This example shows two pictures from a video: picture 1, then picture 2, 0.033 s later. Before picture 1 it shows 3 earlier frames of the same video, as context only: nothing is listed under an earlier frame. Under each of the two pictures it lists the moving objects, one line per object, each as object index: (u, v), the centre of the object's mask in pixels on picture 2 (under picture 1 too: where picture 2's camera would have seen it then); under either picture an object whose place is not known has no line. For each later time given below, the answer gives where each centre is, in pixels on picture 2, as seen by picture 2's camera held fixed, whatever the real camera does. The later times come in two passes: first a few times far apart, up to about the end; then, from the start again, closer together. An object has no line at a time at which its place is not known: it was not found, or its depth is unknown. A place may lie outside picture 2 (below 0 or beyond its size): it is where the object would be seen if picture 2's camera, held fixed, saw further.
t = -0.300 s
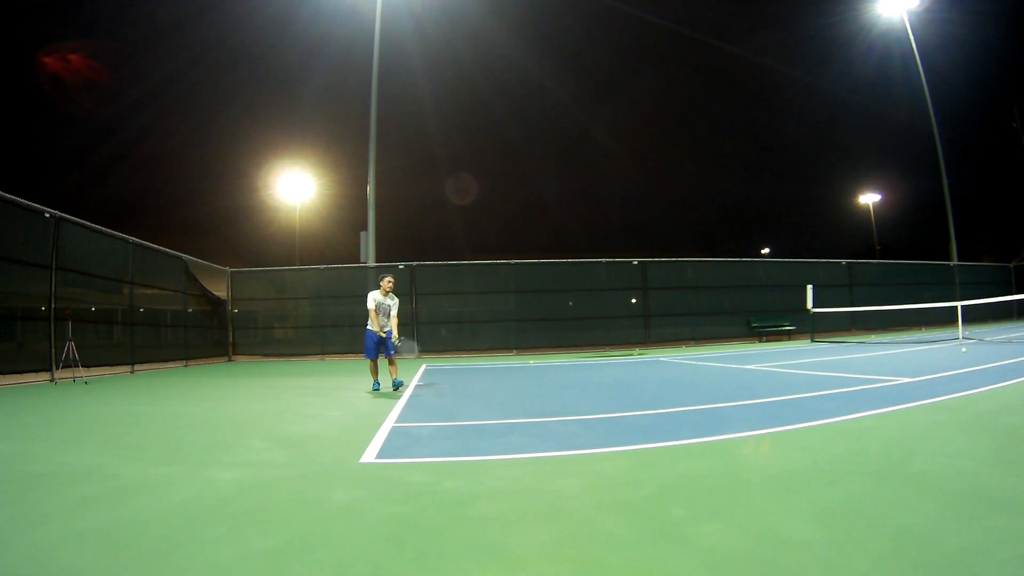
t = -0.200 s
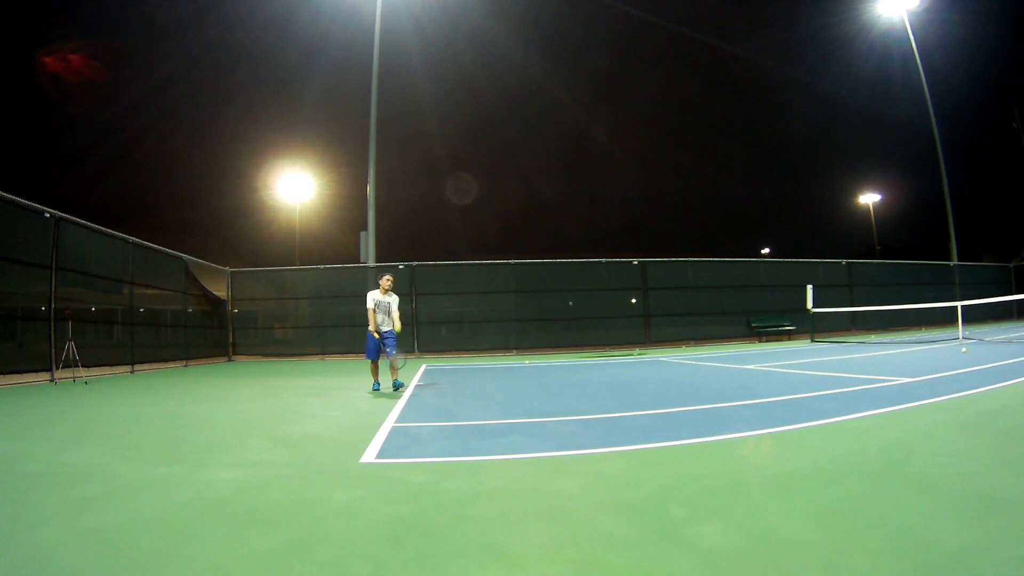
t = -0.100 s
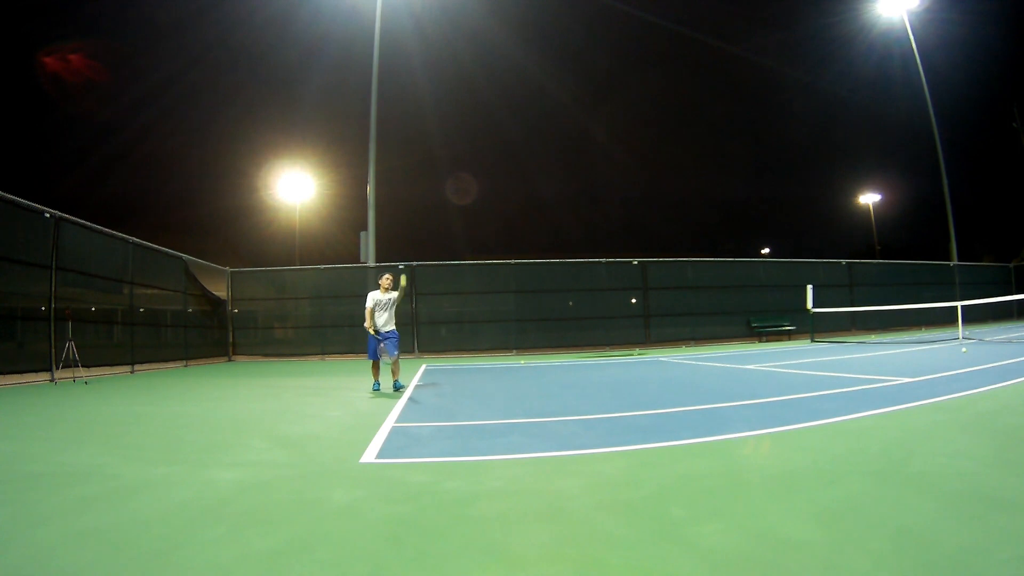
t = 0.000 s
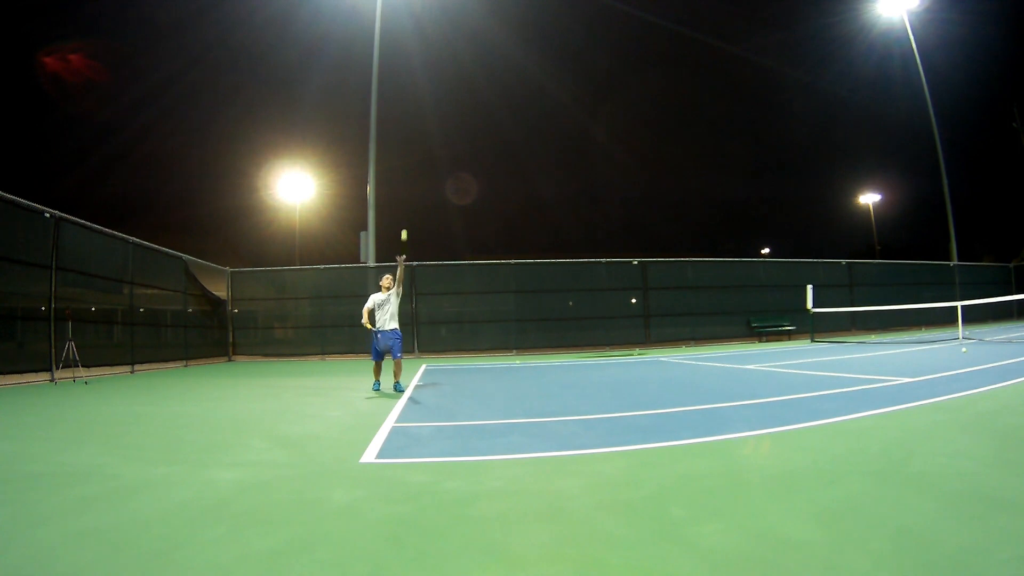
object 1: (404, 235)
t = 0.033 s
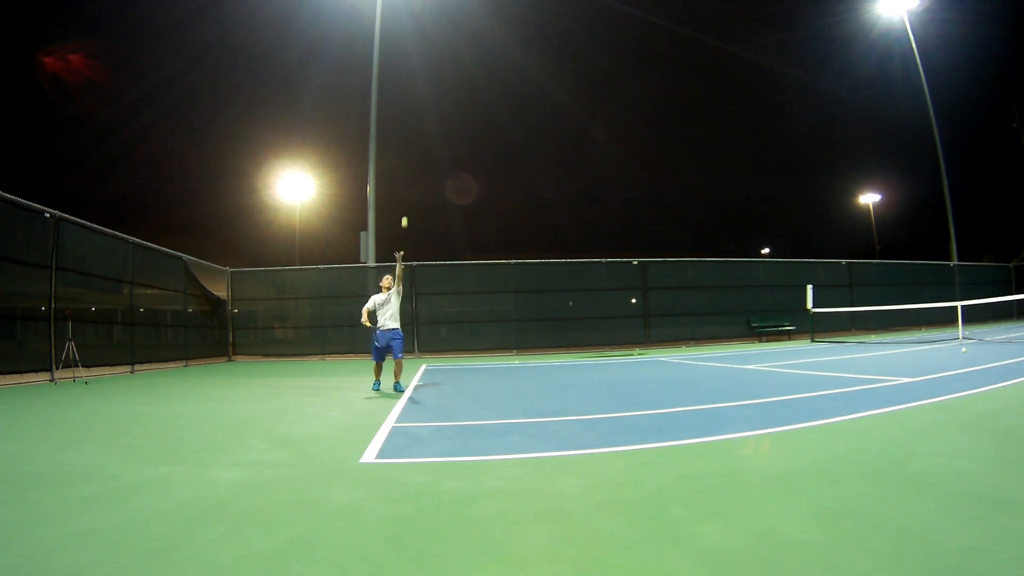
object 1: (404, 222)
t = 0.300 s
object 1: (408, 152)
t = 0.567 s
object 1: (411, 134)
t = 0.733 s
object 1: (413, 148)
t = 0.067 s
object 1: (405, 210)
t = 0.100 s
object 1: (405, 199)
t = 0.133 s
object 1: (406, 189)
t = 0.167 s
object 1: (406, 179)
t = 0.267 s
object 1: (408, 157)
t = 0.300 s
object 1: (408, 152)
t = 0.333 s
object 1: (408, 147)
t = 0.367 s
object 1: (409, 143)
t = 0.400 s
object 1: (410, 139)
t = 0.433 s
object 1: (410, 137)
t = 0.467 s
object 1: (410, 135)
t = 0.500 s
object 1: (411, 134)
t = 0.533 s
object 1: (411, 134)
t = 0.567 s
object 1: (411, 134)
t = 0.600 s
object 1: (412, 135)
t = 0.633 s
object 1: (412, 137)
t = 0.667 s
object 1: (413, 140)
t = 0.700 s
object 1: (413, 143)
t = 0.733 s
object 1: (413, 148)
